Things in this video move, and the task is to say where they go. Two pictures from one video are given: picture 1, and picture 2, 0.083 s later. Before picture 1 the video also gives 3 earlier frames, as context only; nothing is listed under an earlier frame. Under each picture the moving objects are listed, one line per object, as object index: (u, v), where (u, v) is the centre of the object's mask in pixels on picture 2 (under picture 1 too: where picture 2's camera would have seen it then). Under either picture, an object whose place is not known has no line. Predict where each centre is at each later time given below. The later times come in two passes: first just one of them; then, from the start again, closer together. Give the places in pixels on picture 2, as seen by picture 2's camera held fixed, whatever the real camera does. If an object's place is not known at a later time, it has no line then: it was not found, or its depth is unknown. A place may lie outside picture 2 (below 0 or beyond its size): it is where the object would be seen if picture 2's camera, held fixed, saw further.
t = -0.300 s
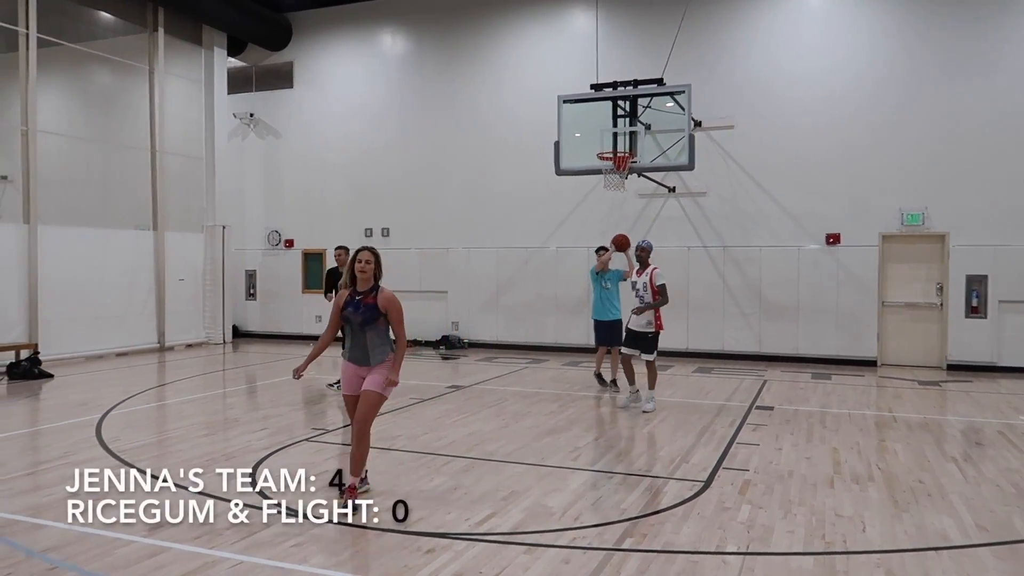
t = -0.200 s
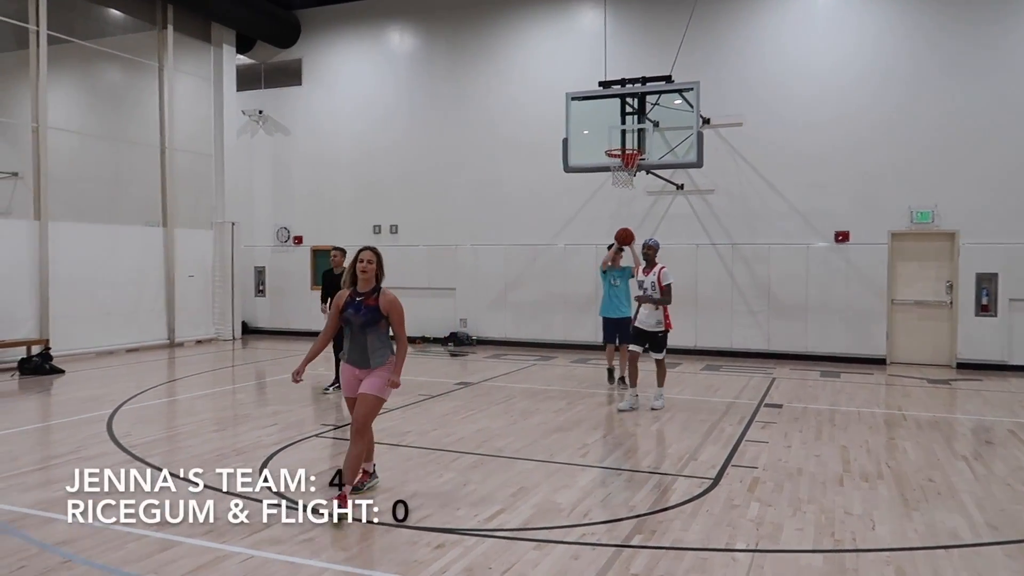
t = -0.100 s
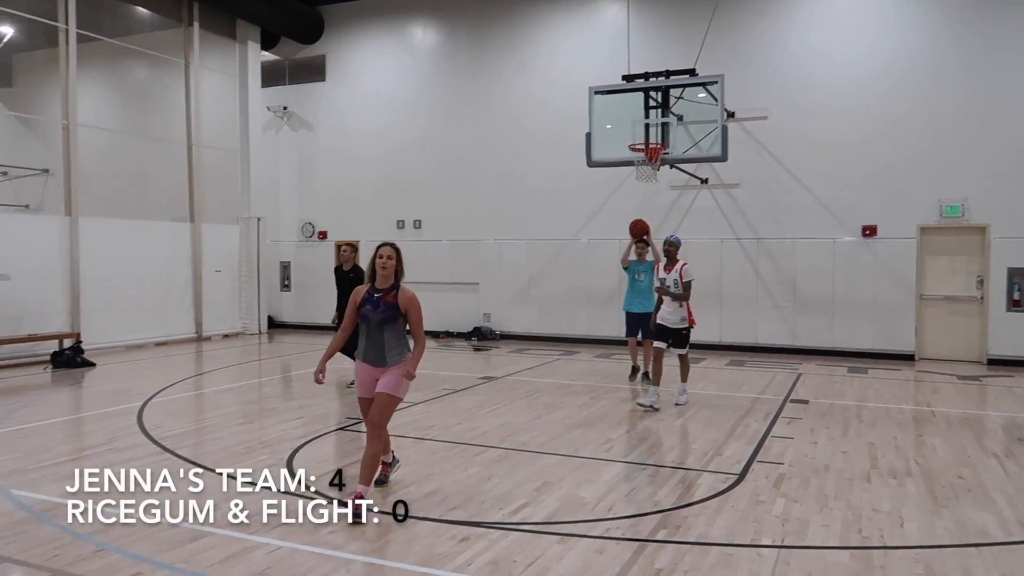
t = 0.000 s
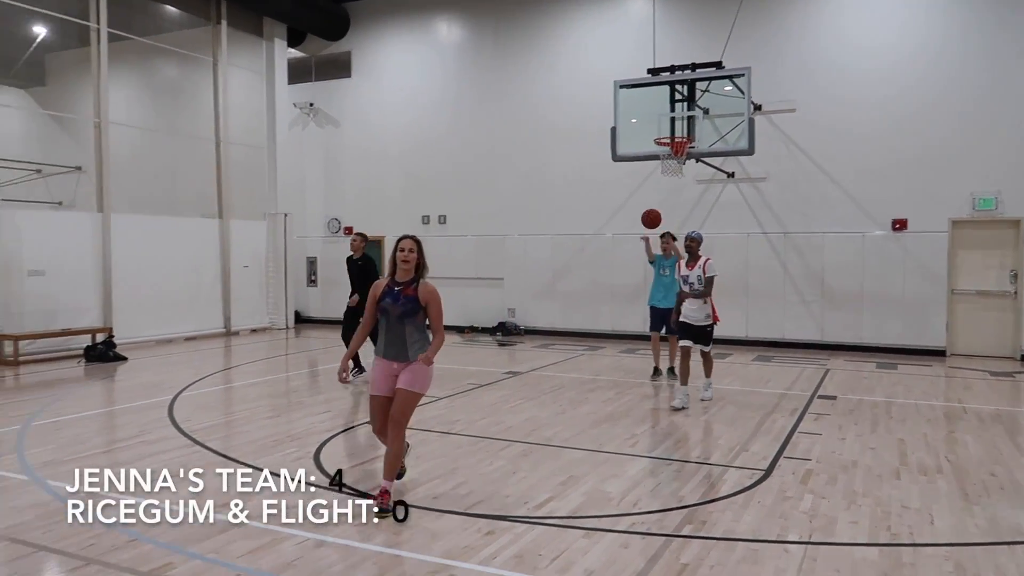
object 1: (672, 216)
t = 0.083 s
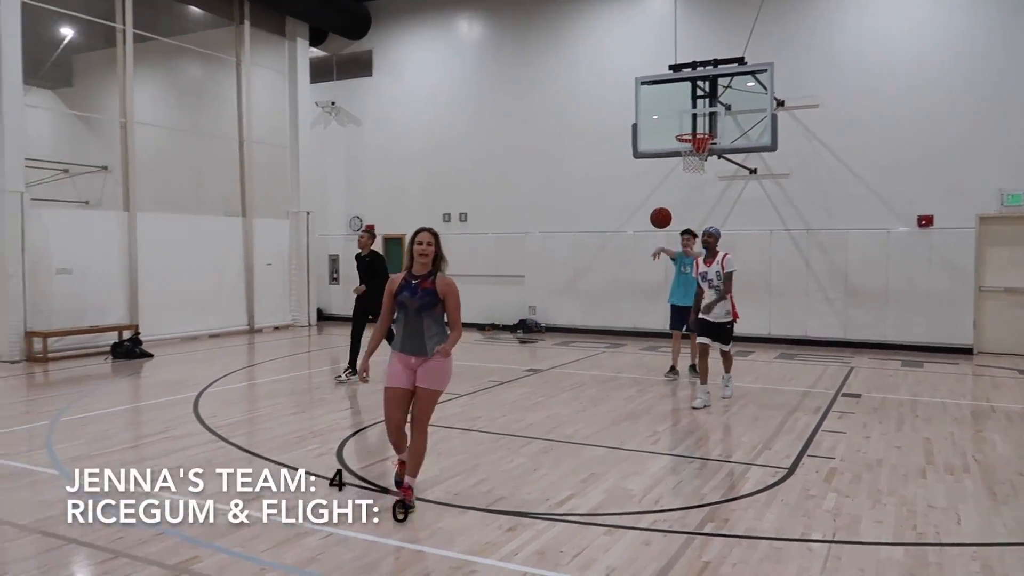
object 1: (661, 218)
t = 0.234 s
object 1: (639, 240)
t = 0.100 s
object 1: (658, 220)
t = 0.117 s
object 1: (656, 221)
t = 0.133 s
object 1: (654, 223)
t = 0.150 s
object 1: (651, 225)
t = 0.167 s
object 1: (649, 227)
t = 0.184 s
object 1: (647, 230)
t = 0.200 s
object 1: (644, 233)
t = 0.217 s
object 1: (641, 236)
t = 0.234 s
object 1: (639, 240)
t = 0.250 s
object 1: (636, 244)
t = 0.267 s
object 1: (634, 249)
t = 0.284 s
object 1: (631, 253)
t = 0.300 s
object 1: (627, 258)
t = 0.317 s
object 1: (625, 264)
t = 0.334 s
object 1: (621, 270)
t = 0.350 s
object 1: (618, 276)
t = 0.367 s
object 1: (615, 282)
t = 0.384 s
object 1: (611, 290)
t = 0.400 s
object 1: (607, 297)
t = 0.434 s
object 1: (599, 313)
